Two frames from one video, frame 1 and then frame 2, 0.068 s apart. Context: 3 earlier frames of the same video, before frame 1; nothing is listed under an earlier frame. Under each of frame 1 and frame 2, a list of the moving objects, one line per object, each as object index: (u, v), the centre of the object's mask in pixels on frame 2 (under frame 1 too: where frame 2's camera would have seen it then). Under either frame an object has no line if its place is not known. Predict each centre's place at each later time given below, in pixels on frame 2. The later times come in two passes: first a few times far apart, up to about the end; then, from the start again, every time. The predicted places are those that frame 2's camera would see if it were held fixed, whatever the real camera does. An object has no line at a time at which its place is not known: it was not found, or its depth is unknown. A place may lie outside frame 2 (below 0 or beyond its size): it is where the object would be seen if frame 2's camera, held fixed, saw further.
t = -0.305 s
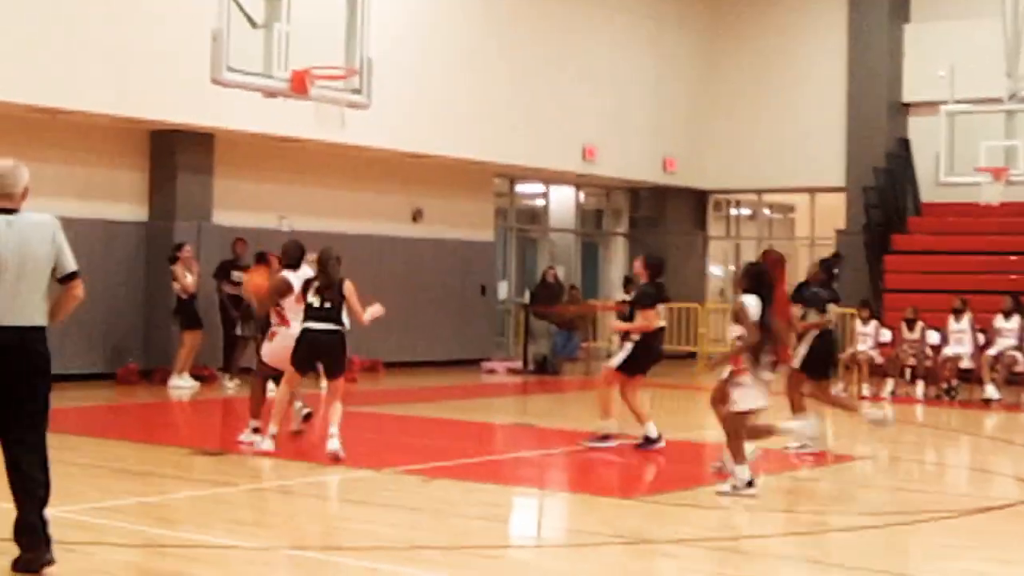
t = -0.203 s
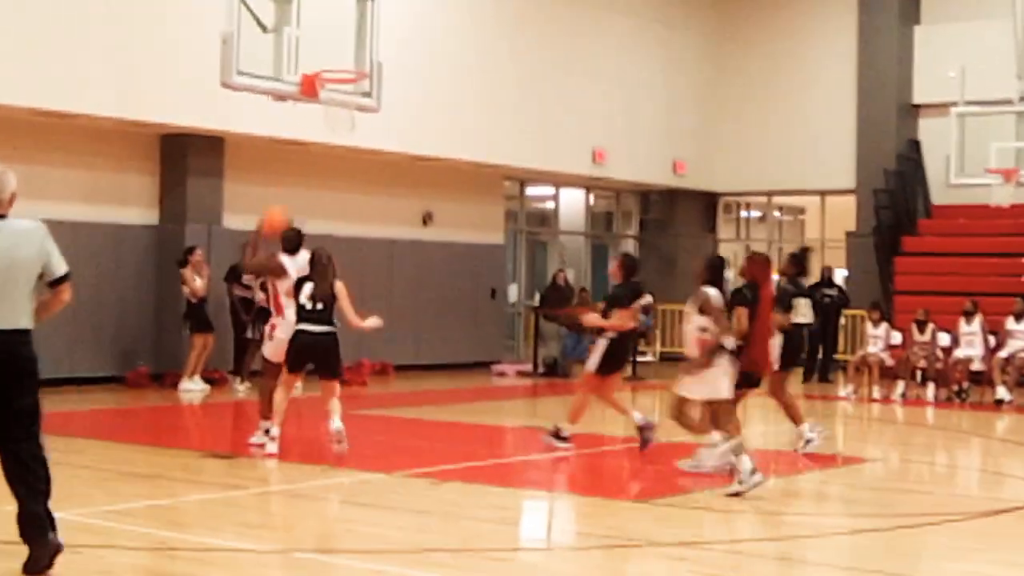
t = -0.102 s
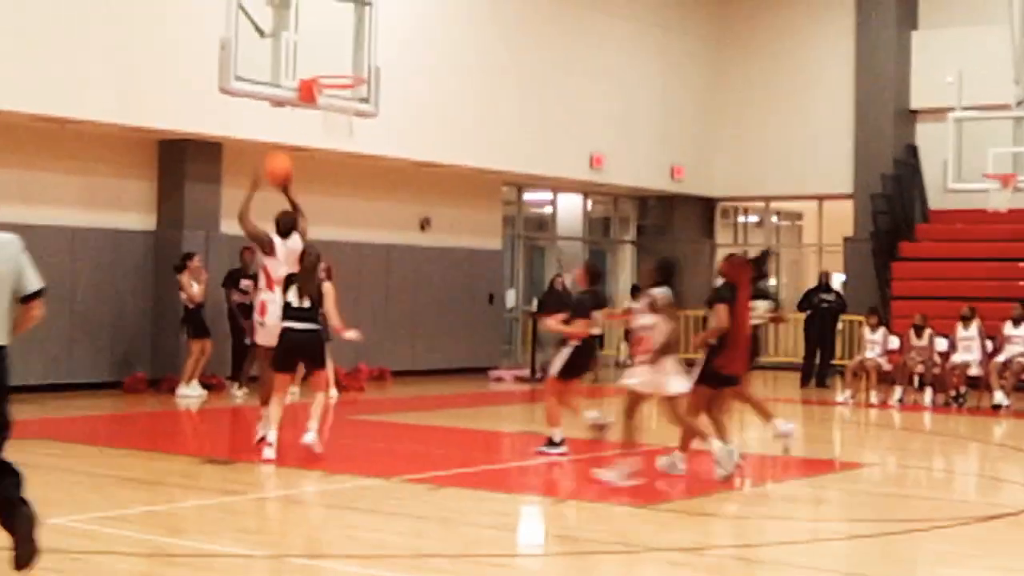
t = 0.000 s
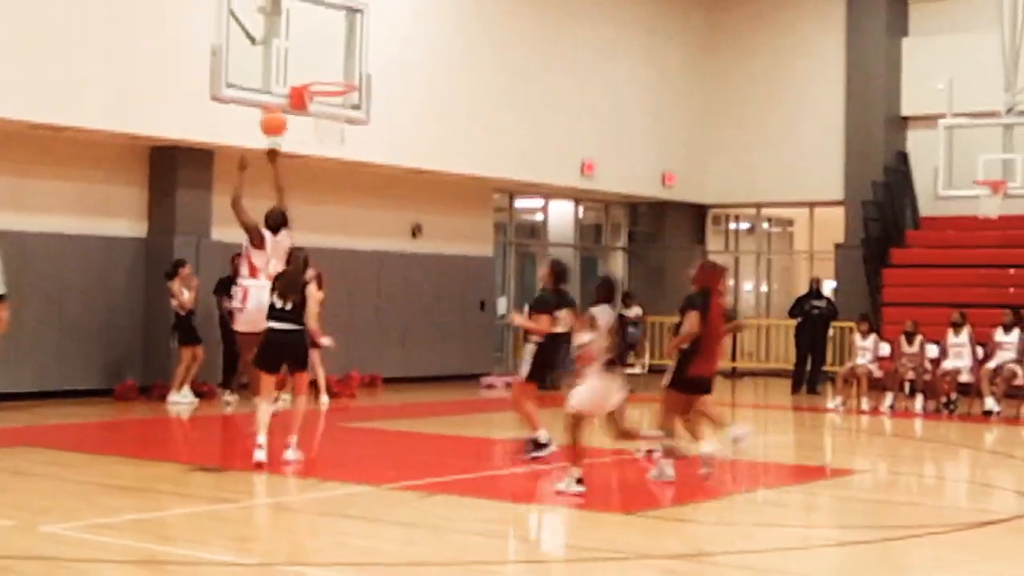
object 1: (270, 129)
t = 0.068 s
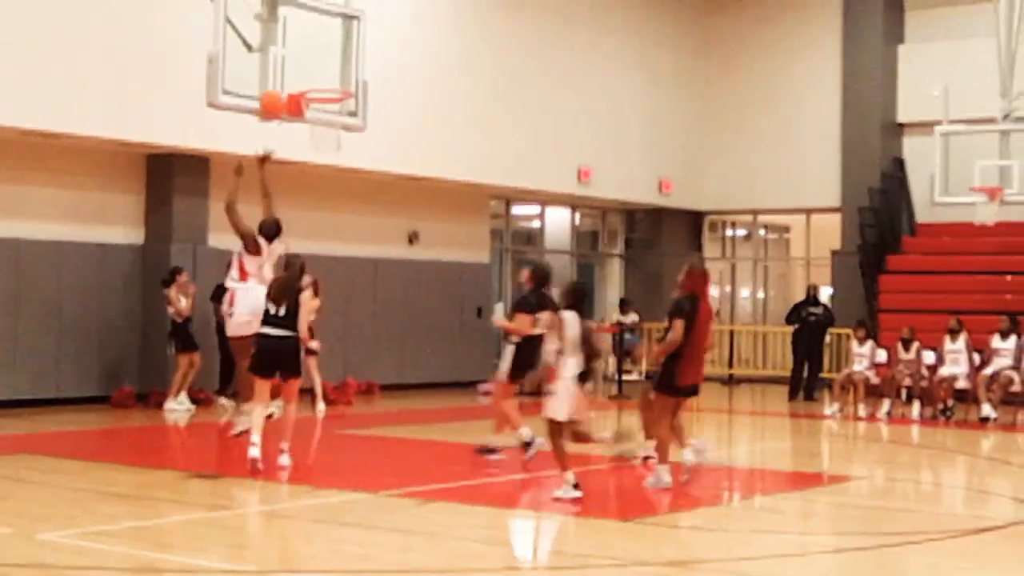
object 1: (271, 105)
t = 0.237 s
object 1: (291, 66)
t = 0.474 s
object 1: (340, 86)
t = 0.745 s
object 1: (328, 118)
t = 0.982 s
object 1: (341, 167)
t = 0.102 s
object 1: (273, 91)
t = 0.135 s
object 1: (275, 80)
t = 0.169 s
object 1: (276, 72)
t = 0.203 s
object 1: (283, 69)
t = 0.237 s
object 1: (291, 66)
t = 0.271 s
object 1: (297, 65)
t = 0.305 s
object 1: (305, 66)
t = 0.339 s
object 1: (312, 67)
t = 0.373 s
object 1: (319, 70)
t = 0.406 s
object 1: (326, 73)
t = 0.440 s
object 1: (333, 79)
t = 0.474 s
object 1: (340, 86)
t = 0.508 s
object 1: (337, 89)
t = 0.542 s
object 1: (330, 89)
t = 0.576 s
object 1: (323, 91)
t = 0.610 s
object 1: (316, 99)
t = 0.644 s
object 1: (315, 102)
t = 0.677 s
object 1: (317, 106)
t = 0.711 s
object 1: (323, 112)
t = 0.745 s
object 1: (328, 118)
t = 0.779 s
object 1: (332, 126)
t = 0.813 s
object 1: (335, 134)
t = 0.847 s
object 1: (337, 137)
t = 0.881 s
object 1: (338, 143)
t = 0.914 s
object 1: (339, 150)
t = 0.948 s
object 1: (341, 157)
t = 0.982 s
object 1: (341, 167)
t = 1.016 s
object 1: (345, 178)
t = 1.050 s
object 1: (345, 187)
